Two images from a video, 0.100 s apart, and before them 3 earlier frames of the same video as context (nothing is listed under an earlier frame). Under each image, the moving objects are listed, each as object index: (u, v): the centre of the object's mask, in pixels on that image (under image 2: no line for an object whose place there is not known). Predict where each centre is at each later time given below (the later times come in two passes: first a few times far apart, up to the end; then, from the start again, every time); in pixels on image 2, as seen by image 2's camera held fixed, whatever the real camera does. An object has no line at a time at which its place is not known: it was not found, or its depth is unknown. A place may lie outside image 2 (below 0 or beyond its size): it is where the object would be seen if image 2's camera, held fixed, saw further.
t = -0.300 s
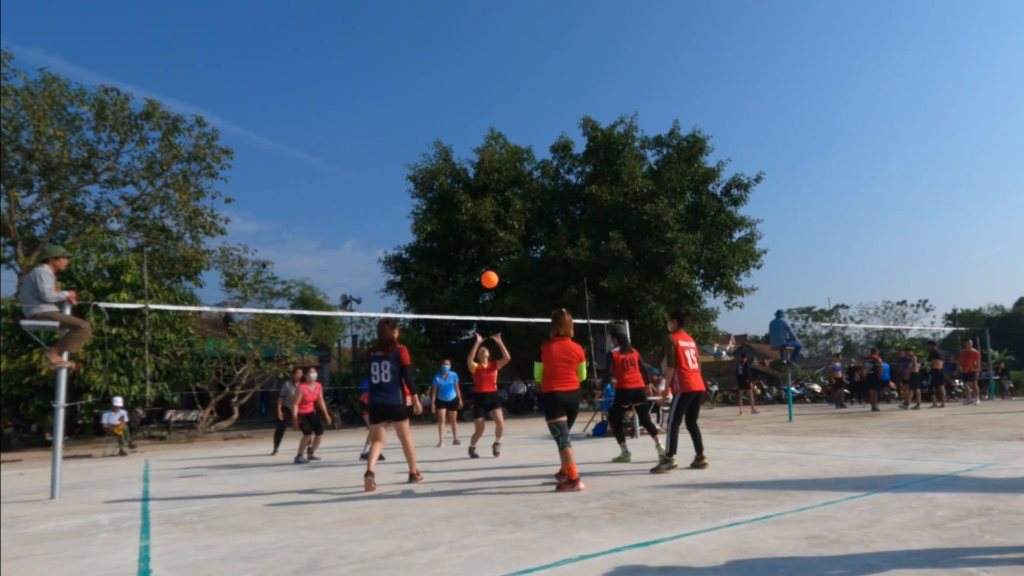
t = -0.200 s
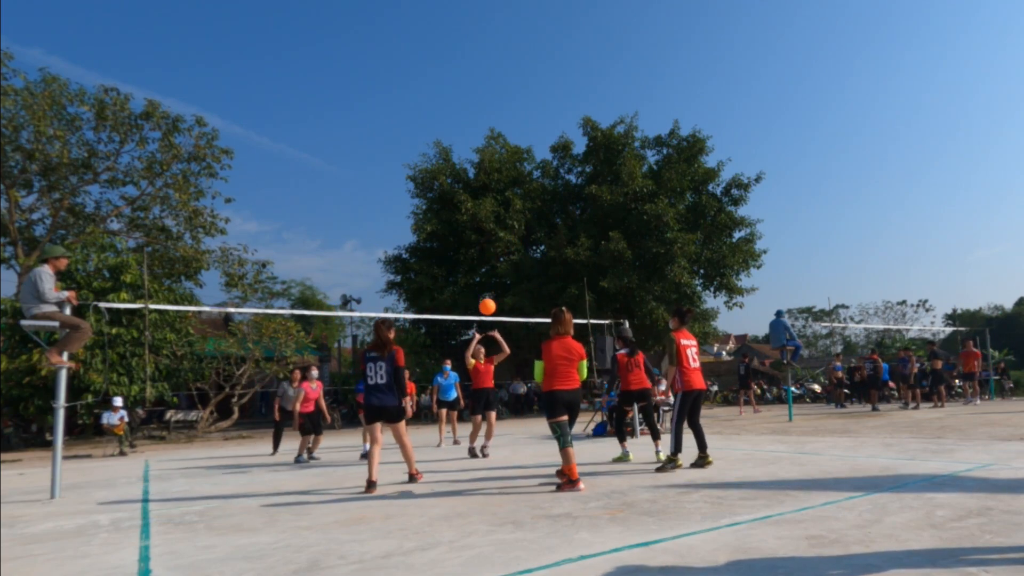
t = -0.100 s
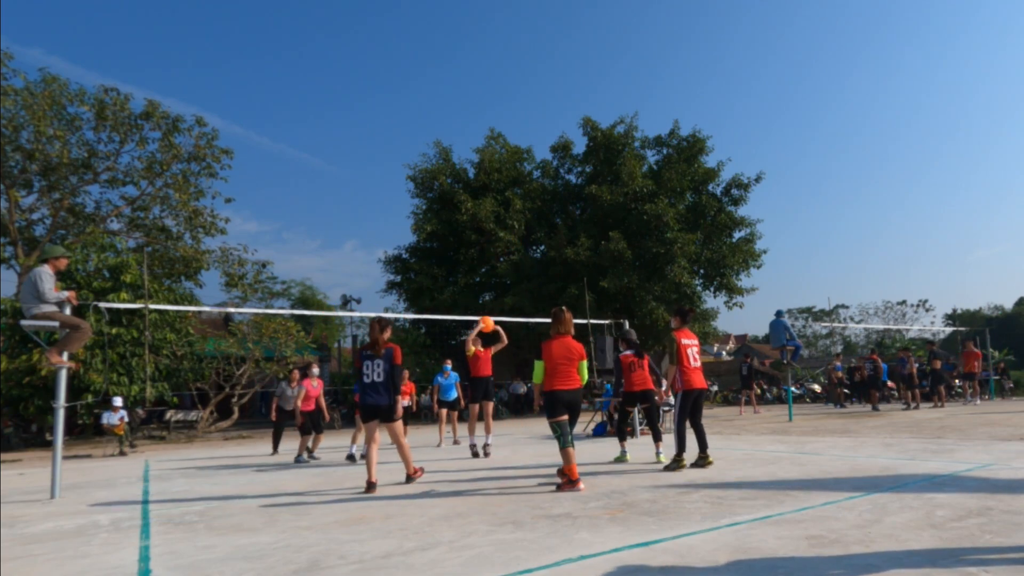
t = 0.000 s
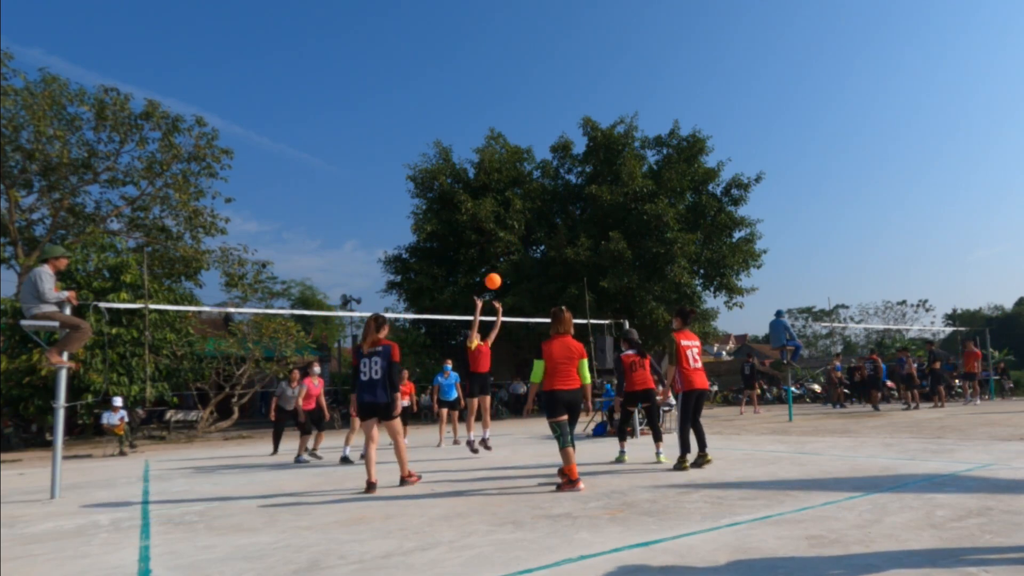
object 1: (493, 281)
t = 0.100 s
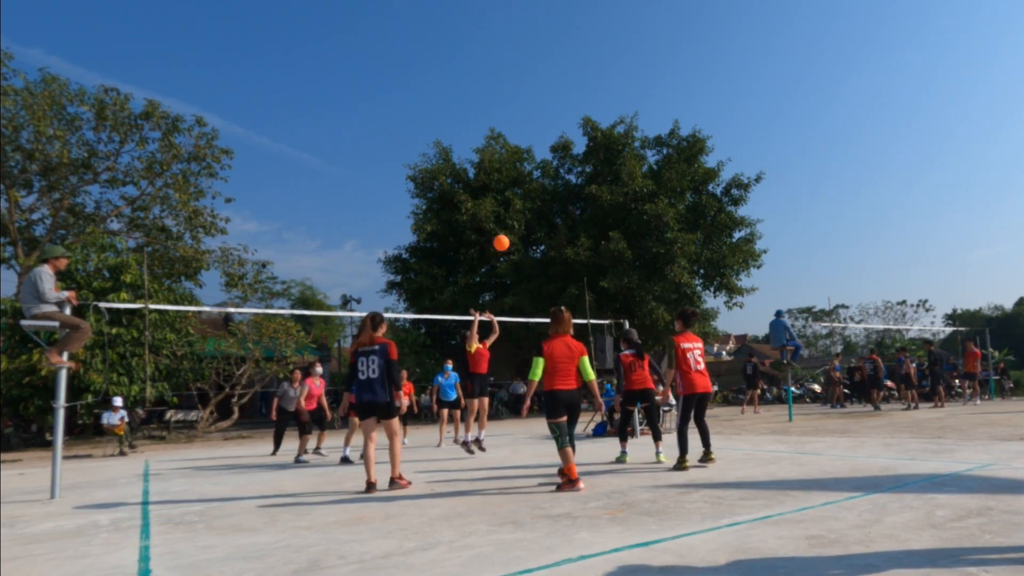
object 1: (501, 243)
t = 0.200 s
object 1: (510, 213)
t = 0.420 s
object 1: (529, 173)
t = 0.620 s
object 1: (548, 166)
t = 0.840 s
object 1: (569, 186)
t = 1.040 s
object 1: (589, 231)
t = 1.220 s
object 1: (608, 291)
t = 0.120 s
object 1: (503, 236)
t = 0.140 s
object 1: (505, 230)
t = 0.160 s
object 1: (506, 224)
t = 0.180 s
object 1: (508, 218)
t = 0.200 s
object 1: (510, 213)
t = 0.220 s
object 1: (511, 208)
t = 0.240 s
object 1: (513, 203)
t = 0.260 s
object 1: (515, 199)
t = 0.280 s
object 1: (516, 195)
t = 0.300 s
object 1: (518, 191)
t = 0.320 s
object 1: (520, 187)
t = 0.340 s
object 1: (522, 184)
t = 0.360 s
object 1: (524, 181)
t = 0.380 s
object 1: (525, 178)
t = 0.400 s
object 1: (527, 176)
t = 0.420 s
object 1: (529, 173)
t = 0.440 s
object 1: (531, 172)
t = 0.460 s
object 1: (533, 170)
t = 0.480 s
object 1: (535, 168)
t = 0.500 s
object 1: (536, 167)
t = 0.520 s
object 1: (538, 166)
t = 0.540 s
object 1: (540, 166)
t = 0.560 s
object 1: (542, 165)
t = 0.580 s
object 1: (544, 165)
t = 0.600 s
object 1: (546, 165)
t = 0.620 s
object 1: (548, 166)
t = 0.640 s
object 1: (549, 166)
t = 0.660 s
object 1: (551, 167)
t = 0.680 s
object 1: (553, 168)
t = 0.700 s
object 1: (555, 170)
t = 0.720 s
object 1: (557, 171)
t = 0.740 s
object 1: (559, 173)
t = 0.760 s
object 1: (561, 175)
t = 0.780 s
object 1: (563, 178)
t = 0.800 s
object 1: (565, 181)
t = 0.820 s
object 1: (567, 183)
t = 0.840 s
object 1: (569, 186)
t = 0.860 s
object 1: (571, 190)
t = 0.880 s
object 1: (573, 193)
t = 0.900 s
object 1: (575, 197)
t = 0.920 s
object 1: (577, 201)
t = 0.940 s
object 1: (579, 206)
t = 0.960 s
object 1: (581, 210)
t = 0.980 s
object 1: (583, 215)
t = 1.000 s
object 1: (585, 220)
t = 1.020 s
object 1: (587, 225)
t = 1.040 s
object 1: (589, 231)
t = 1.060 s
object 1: (591, 237)
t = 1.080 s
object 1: (593, 242)
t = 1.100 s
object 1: (595, 249)
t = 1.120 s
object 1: (597, 255)
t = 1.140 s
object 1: (599, 262)
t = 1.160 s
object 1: (601, 269)
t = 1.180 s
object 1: (604, 276)
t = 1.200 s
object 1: (606, 284)
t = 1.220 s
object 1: (608, 291)
